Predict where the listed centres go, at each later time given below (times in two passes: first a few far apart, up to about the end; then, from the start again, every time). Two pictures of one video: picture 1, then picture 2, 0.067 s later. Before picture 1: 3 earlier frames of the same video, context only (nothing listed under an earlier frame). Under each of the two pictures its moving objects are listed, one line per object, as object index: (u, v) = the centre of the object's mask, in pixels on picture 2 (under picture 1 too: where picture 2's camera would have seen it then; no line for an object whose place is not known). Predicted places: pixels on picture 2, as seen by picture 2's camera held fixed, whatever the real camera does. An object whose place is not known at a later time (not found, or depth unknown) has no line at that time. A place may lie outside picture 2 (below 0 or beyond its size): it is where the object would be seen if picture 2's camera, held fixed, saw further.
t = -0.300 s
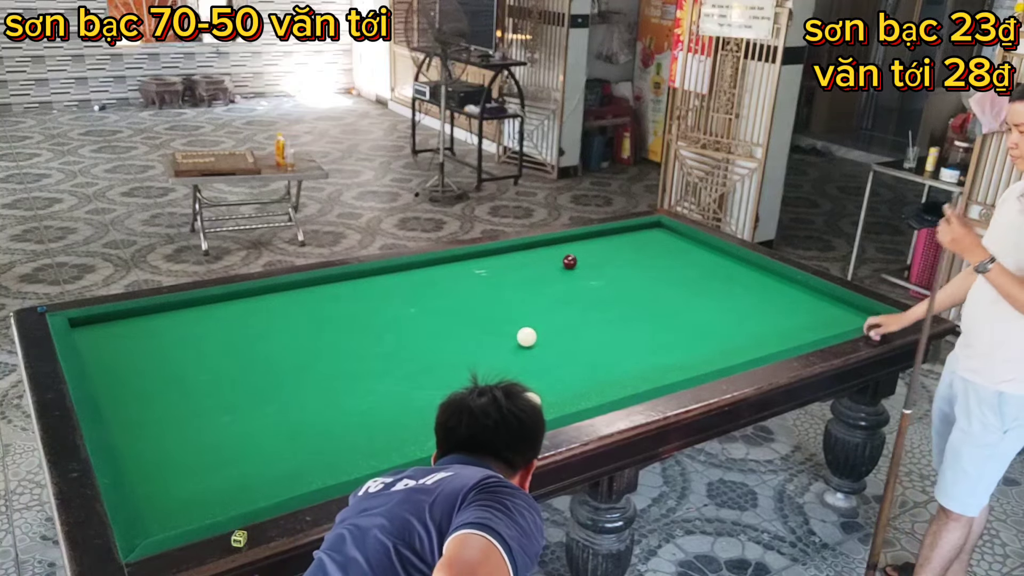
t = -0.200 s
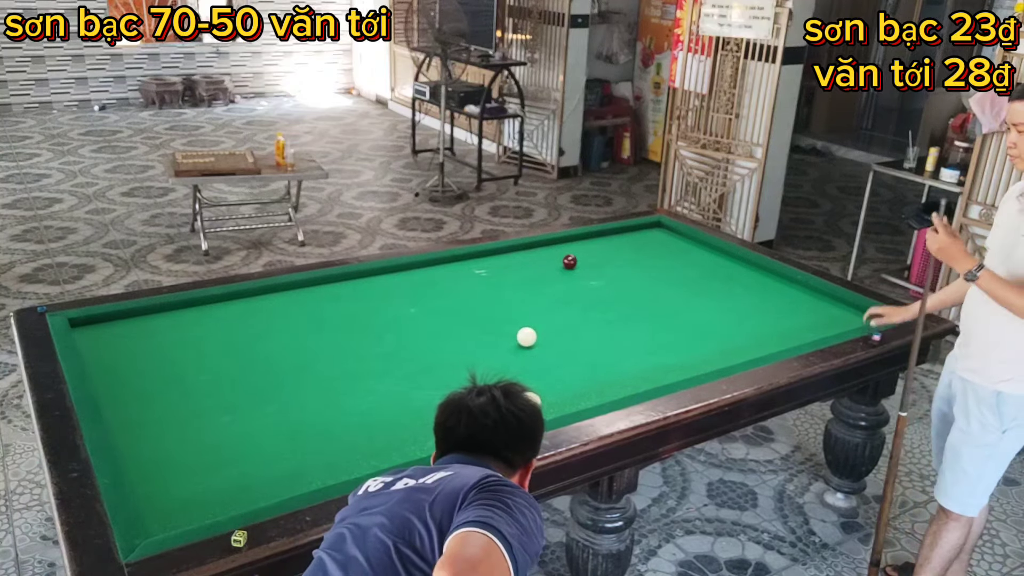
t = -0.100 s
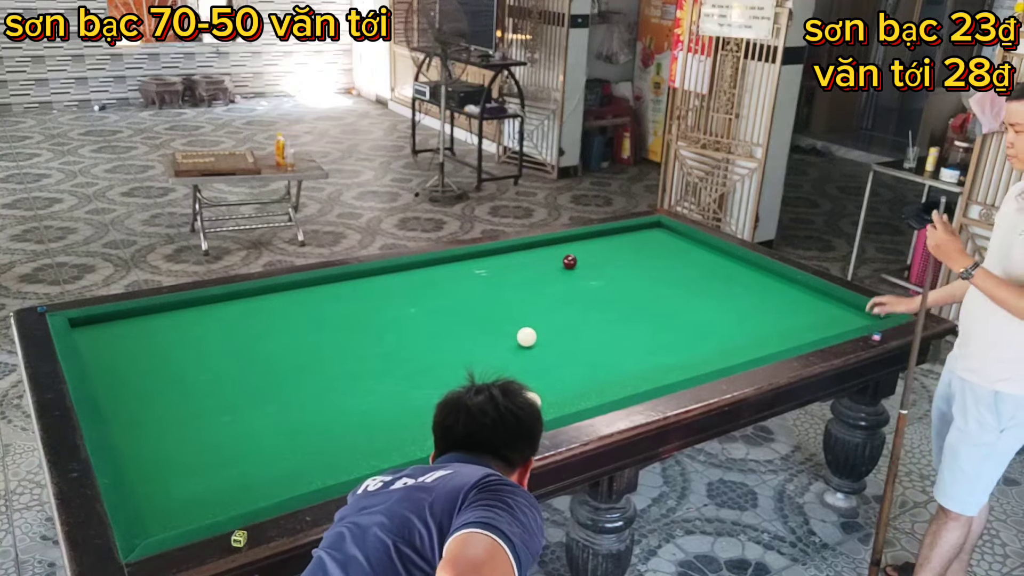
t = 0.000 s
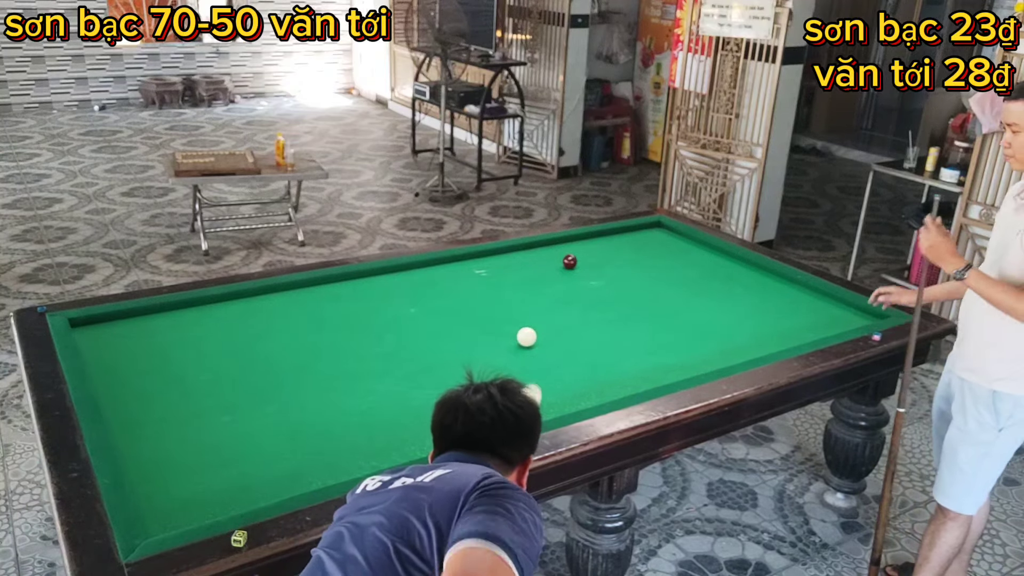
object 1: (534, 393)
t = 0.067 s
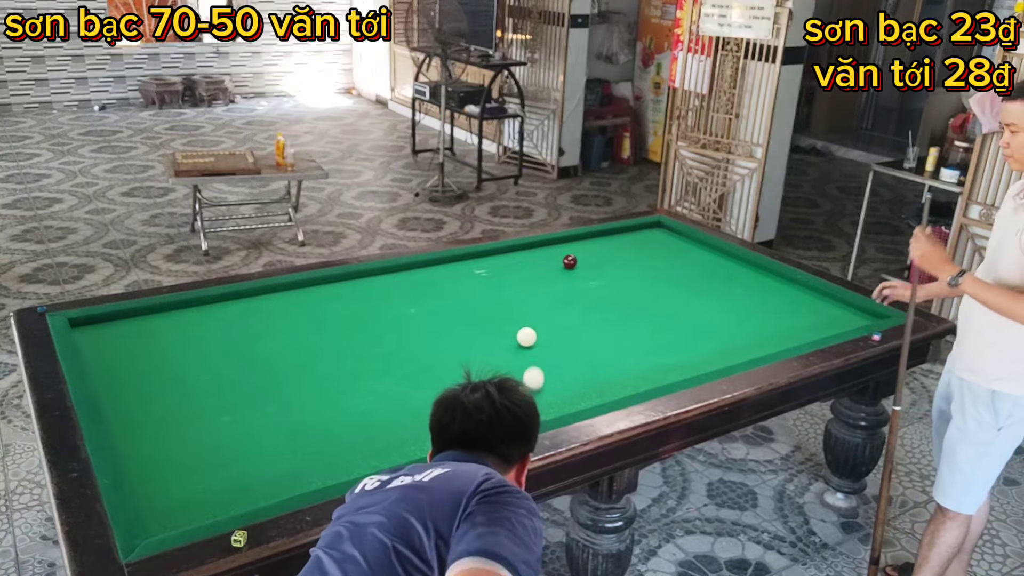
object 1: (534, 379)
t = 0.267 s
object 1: (545, 343)
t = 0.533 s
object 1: (584, 323)
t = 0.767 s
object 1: (613, 306)
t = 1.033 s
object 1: (643, 289)
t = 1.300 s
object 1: (668, 275)
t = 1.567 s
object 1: (691, 261)
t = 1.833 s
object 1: (711, 249)
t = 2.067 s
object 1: (685, 244)
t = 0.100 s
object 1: (535, 371)
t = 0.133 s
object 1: (535, 364)
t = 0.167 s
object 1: (536, 357)
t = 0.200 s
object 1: (537, 350)
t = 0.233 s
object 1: (539, 345)
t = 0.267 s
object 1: (545, 343)
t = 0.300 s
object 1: (551, 341)
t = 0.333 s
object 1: (556, 339)
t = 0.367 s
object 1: (561, 336)
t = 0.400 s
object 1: (566, 334)
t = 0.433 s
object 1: (571, 331)
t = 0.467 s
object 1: (575, 328)
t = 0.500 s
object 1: (580, 325)
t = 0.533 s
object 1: (584, 323)
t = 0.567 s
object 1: (589, 320)
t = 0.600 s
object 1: (593, 318)
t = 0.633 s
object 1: (597, 316)
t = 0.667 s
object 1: (601, 313)
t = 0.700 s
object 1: (605, 311)
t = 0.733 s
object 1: (609, 309)
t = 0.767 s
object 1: (613, 306)
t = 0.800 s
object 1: (617, 304)
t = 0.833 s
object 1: (621, 302)
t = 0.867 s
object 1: (625, 300)
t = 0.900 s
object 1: (628, 298)
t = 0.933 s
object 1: (632, 296)
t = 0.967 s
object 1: (635, 294)
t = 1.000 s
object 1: (639, 292)
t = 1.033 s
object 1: (643, 289)
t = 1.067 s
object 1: (646, 287)
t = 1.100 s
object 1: (649, 286)
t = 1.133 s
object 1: (652, 284)
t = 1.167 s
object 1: (656, 282)
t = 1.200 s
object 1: (659, 280)
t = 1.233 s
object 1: (662, 278)
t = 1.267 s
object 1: (665, 276)
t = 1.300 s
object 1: (668, 275)
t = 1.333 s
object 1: (671, 273)
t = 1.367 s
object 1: (674, 271)
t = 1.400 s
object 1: (677, 269)
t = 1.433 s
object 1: (680, 268)
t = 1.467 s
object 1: (683, 266)
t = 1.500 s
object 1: (685, 264)
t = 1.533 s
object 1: (688, 263)
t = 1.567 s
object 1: (691, 261)
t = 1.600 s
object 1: (694, 260)
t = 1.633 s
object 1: (696, 258)
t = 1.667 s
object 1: (699, 257)
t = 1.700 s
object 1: (701, 255)
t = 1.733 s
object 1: (704, 254)
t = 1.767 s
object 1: (706, 252)
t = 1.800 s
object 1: (708, 251)
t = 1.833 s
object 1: (711, 249)
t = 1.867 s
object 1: (712, 248)
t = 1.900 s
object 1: (708, 247)
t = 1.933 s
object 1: (703, 247)
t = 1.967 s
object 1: (698, 246)
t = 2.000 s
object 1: (694, 245)
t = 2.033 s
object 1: (690, 245)
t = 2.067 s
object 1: (685, 244)
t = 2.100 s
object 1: (681, 243)
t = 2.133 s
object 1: (677, 243)
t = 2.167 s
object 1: (673, 242)
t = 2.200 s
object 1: (669, 242)
